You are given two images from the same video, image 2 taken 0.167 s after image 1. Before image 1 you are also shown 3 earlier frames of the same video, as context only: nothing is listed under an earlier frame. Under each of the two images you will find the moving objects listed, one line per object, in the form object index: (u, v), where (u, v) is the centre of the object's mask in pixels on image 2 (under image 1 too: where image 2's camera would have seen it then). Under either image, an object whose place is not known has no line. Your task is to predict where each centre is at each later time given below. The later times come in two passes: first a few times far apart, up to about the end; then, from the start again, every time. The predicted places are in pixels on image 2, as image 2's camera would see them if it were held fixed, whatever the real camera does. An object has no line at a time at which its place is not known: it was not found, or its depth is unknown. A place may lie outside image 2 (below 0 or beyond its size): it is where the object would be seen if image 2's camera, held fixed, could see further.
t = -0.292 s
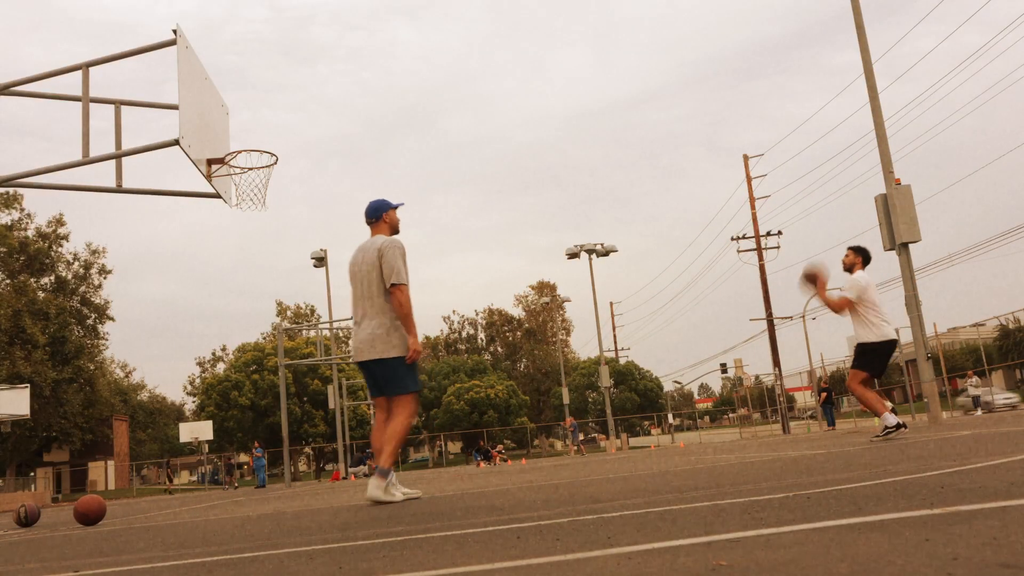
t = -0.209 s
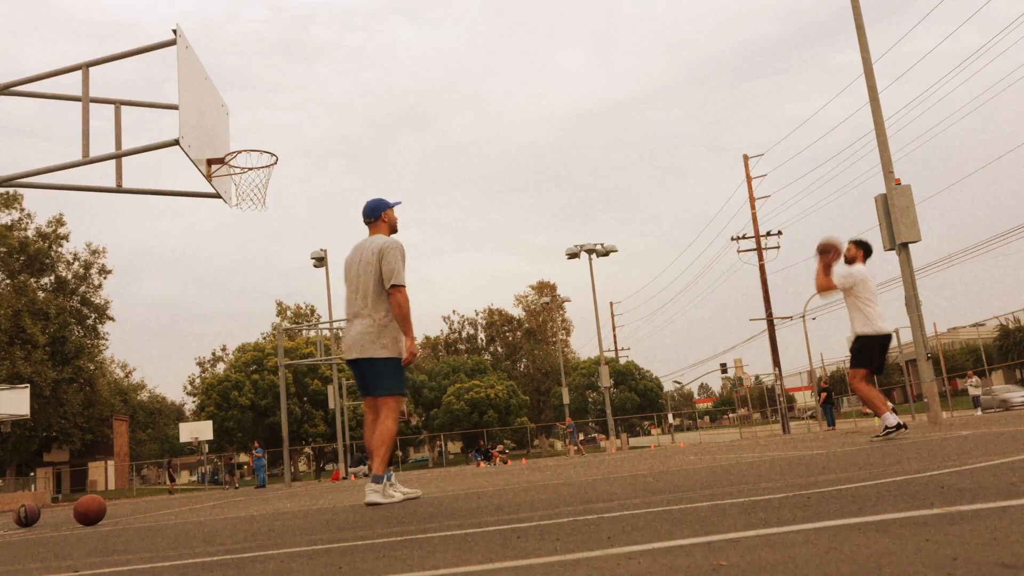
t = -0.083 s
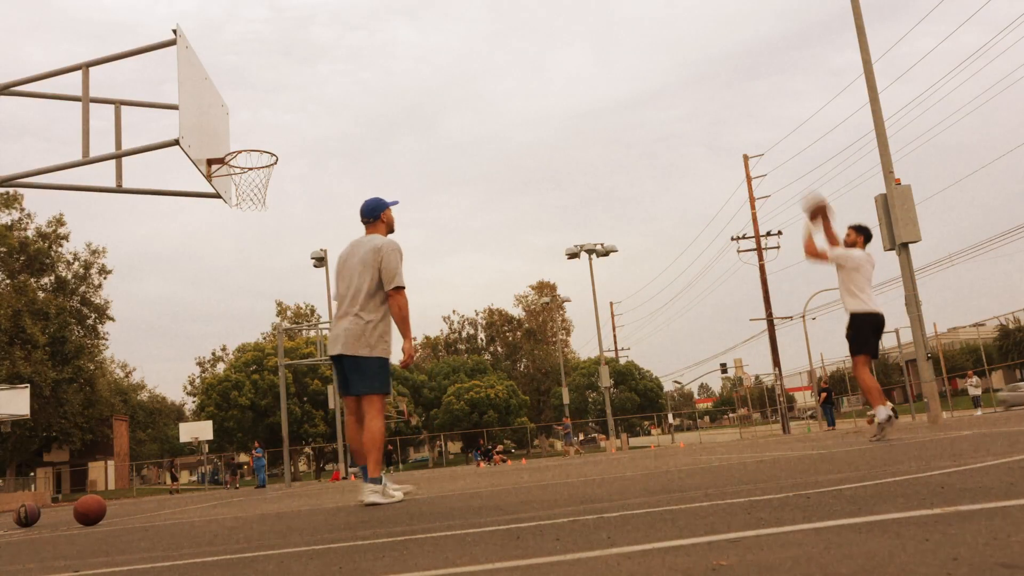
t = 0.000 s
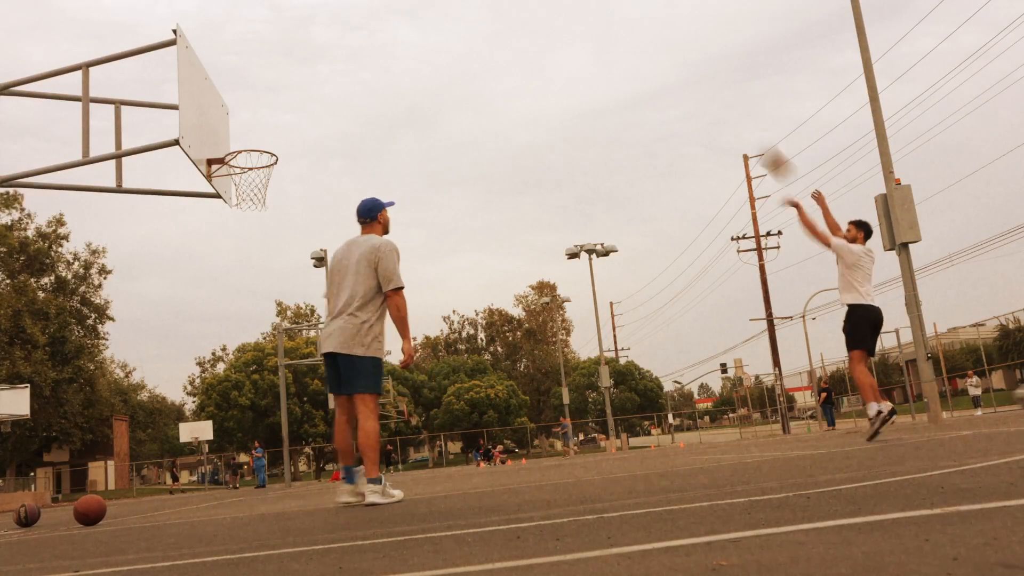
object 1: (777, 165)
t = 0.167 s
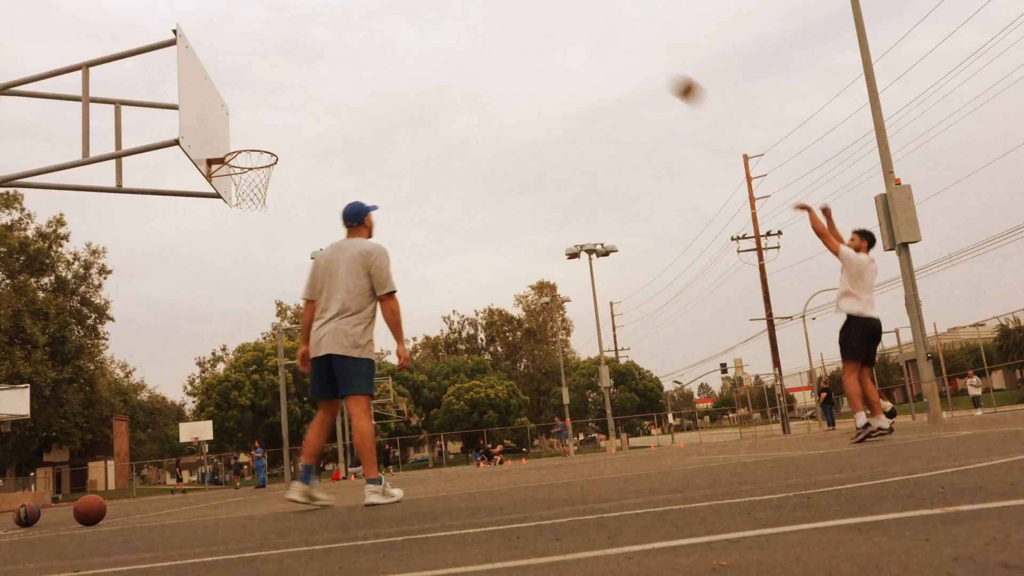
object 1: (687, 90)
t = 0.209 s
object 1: (666, 77)
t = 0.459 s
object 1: (546, 28)
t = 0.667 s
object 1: (451, 32)
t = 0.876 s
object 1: (359, 78)
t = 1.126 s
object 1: (295, 141)
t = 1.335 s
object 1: (338, 122)
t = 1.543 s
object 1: (380, 142)
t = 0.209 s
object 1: (666, 77)
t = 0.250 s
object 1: (646, 64)
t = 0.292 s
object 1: (625, 54)
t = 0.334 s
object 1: (605, 45)
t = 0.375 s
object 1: (584, 37)
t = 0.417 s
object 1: (565, 32)
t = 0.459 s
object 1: (546, 28)
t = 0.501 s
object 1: (527, 25)
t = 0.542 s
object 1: (507, 25)
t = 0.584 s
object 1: (488, 25)
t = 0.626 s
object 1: (470, 28)
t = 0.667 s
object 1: (451, 32)
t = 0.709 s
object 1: (434, 37)
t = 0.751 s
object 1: (415, 45)
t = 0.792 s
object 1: (397, 54)
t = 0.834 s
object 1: (379, 64)
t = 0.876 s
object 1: (359, 78)
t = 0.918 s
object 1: (341, 93)
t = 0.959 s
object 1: (323, 109)
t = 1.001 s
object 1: (306, 127)
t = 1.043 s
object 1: (289, 145)
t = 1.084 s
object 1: (286, 150)
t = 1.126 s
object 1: (295, 141)
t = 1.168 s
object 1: (303, 134)
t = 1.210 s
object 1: (312, 129)
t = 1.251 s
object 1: (321, 125)
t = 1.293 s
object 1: (329, 123)
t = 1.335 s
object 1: (338, 122)
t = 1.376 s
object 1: (346, 123)
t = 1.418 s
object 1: (355, 126)
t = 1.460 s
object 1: (363, 130)
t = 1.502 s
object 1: (371, 135)
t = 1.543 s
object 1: (380, 142)
